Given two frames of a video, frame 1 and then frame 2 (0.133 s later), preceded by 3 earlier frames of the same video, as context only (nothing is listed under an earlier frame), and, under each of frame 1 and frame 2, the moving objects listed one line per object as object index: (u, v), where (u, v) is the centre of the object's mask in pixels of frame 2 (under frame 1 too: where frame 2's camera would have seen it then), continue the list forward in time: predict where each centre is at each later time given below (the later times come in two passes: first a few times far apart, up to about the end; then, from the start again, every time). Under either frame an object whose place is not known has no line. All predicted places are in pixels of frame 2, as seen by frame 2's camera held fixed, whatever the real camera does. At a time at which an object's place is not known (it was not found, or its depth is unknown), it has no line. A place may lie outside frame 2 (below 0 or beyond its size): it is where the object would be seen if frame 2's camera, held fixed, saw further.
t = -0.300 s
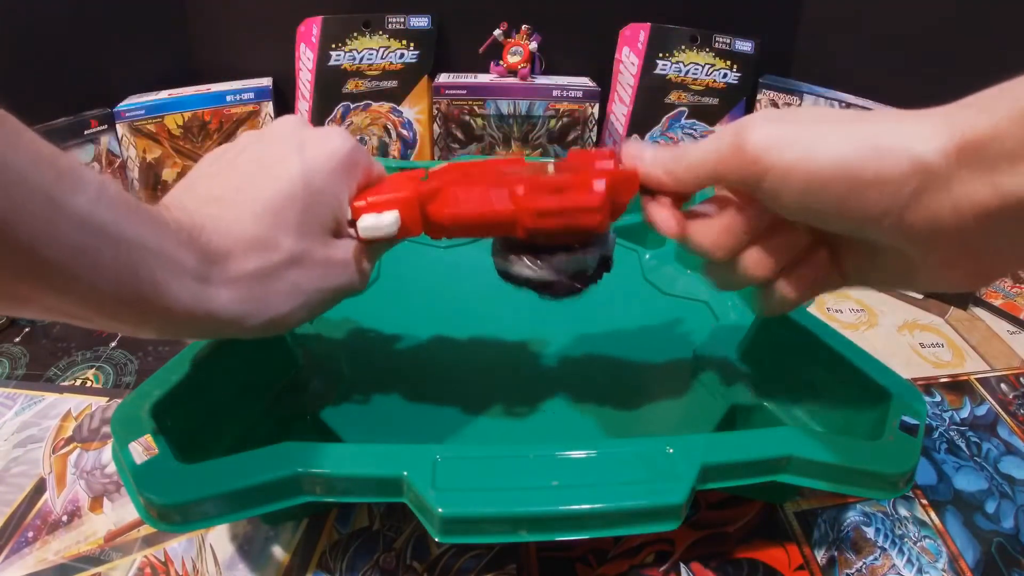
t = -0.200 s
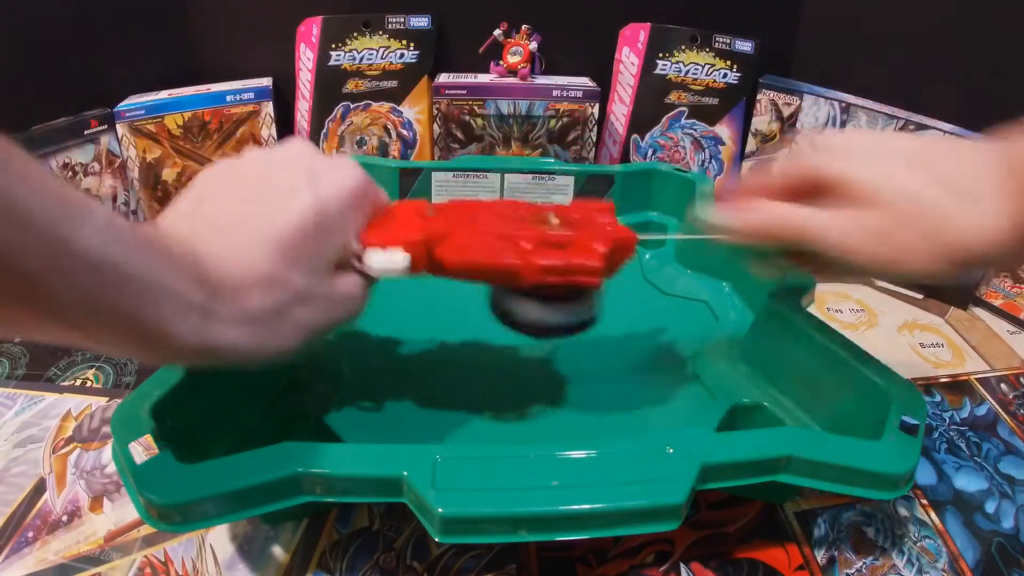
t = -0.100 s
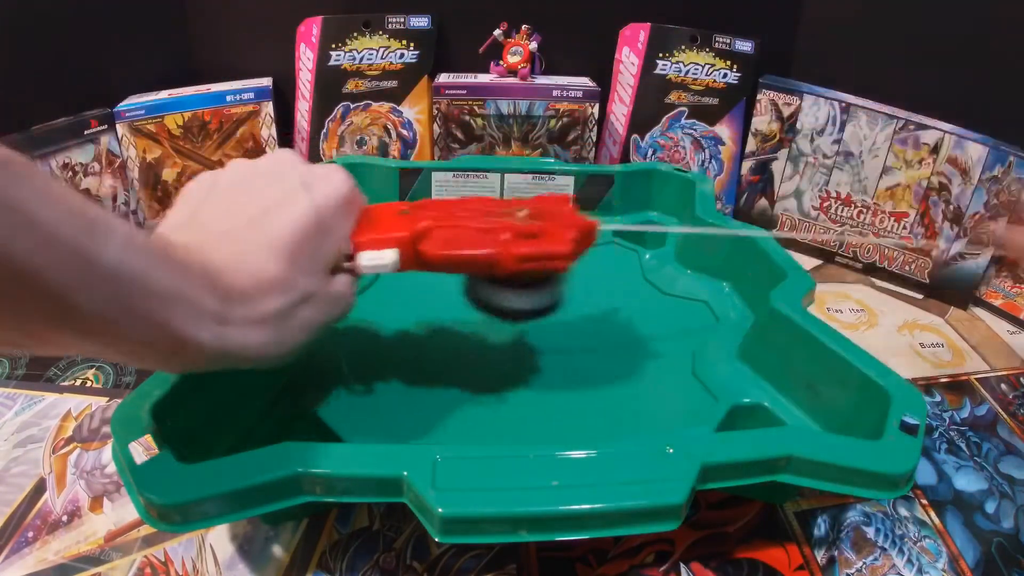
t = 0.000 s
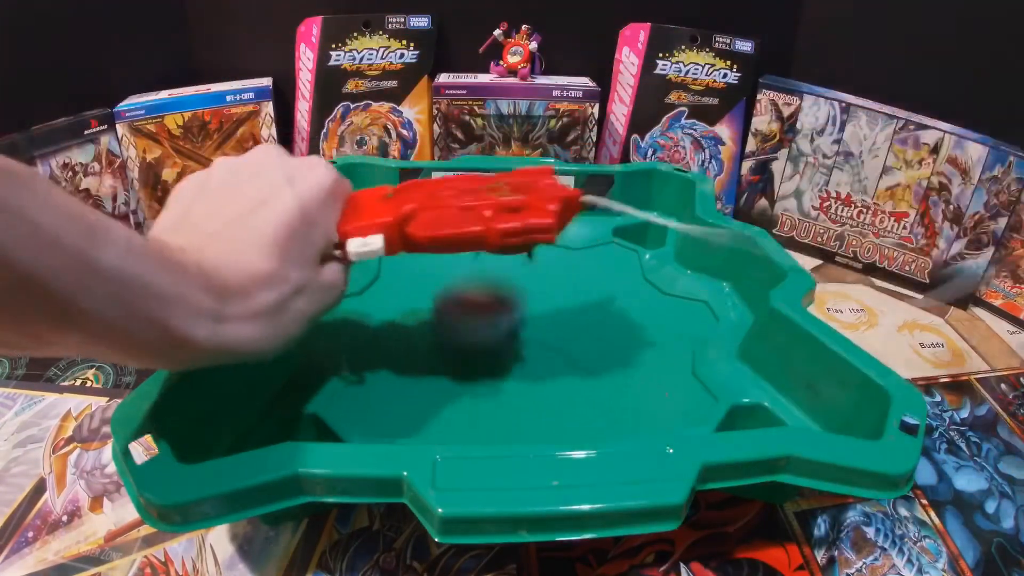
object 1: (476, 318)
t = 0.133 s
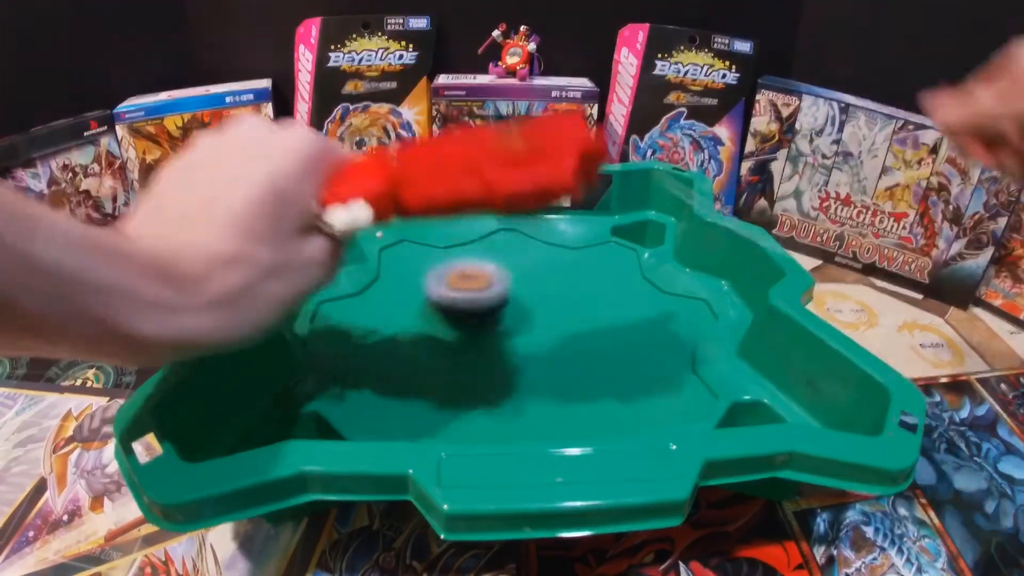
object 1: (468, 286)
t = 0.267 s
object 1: (500, 263)
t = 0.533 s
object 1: (623, 280)
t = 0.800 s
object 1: (594, 377)
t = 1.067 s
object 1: (391, 324)
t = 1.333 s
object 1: (455, 230)
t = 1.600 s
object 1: (613, 251)
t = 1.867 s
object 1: (625, 361)
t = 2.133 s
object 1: (406, 360)
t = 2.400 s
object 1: (400, 255)
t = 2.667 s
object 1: (555, 240)
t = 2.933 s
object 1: (657, 321)
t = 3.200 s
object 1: (514, 394)
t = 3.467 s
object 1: (391, 302)
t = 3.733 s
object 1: (498, 238)
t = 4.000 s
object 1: (636, 269)
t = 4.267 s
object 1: (613, 365)
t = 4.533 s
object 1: (418, 343)
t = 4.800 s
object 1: (431, 251)
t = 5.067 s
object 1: (566, 244)
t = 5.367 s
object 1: (628, 338)
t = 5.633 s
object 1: (462, 373)
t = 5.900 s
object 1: (401, 285)
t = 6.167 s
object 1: (521, 247)
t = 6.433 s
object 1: (634, 294)
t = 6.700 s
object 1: (576, 374)
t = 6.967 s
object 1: (421, 327)
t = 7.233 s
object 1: (464, 252)
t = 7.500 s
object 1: (586, 255)
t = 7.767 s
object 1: (619, 335)
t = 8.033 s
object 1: (465, 361)
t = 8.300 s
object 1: (412, 283)
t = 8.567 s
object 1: (519, 251)
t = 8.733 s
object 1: (593, 274)
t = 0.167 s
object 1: (472, 280)
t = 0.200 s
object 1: (479, 272)
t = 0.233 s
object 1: (488, 267)
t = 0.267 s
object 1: (500, 263)
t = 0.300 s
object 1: (513, 260)
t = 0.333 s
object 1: (527, 258)
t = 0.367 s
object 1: (543, 258)
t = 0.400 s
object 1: (559, 259)
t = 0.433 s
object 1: (575, 262)
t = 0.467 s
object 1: (593, 266)
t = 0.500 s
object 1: (608, 272)
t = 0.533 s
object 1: (623, 280)
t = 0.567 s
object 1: (635, 289)
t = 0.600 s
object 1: (645, 300)
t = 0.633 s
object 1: (650, 314)
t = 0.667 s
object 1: (652, 328)
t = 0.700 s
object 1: (648, 342)
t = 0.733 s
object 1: (636, 355)
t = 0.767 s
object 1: (618, 367)
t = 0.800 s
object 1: (594, 377)
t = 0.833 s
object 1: (564, 383)
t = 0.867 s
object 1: (532, 386)
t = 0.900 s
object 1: (500, 384)
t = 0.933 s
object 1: (468, 377)
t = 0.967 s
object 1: (440, 367)
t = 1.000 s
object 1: (418, 354)
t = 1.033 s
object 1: (401, 339)
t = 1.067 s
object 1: (391, 324)
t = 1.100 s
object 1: (386, 309)
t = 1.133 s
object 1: (386, 293)
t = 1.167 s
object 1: (390, 280)
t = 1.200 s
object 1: (397, 266)
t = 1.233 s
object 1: (409, 255)
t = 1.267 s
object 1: (422, 245)
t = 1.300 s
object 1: (438, 237)
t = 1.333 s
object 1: (455, 230)
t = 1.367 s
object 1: (473, 226)
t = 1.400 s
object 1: (493, 224)
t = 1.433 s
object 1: (513, 222)
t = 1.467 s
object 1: (535, 224)
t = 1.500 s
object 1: (555, 227)
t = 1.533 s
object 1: (575, 233)
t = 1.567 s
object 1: (594, 240)
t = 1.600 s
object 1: (613, 251)
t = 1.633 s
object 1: (628, 261)
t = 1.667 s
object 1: (639, 273)
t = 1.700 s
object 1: (649, 286)
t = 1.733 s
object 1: (655, 300)
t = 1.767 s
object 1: (656, 316)
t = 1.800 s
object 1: (651, 332)
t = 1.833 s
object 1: (642, 346)
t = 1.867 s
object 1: (625, 361)
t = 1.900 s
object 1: (605, 372)
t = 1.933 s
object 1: (578, 381)
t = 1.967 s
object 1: (549, 387)
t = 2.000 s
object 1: (518, 389)
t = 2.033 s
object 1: (486, 387)
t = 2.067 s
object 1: (456, 381)
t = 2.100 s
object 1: (429, 372)
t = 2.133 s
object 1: (406, 360)
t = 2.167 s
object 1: (389, 346)
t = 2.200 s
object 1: (377, 333)
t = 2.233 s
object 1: (370, 318)
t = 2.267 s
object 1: (367, 303)
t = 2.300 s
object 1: (371, 289)
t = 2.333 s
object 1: (377, 277)
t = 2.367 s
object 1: (387, 265)
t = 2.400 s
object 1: (400, 255)
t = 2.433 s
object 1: (416, 247)
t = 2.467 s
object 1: (434, 241)
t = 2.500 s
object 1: (453, 237)
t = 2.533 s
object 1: (472, 234)
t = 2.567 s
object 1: (492, 233)
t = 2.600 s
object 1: (513, 234)
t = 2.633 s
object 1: (535, 237)
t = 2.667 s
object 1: (555, 240)
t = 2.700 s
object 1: (575, 246)
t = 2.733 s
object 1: (593, 253)
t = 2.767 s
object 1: (611, 262)
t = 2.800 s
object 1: (625, 270)
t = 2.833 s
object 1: (638, 282)
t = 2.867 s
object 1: (647, 293)
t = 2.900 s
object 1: (654, 307)
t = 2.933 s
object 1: (657, 321)
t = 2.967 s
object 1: (656, 334)
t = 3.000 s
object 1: (649, 348)
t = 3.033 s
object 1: (638, 362)
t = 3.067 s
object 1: (621, 374)
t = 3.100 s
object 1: (598, 384)
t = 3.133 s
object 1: (571, 391)
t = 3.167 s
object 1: (544, 394)
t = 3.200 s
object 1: (514, 394)
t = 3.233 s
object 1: (484, 390)
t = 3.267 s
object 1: (456, 382)
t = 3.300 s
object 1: (432, 372)
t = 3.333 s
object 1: (414, 359)
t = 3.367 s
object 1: (400, 345)
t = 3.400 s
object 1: (392, 330)
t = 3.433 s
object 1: (390, 316)
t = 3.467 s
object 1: (391, 302)
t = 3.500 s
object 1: (396, 289)
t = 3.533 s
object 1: (405, 277)
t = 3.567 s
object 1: (417, 267)
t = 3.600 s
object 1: (430, 259)
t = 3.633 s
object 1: (445, 251)
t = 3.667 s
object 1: (462, 245)
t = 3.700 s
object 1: (481, 241)
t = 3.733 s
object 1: (498, 238)
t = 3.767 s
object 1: (517, 237)
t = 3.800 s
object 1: (536, 237)
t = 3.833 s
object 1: (554, 238)
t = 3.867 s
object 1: (574, 242)
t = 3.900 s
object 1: (592, 246)
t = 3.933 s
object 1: (608, 252)
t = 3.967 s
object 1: (623, 260)
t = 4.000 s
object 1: (636, 269)
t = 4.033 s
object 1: (647, 279)
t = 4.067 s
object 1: (654, 291)
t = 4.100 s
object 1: (659, 305)
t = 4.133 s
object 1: (660, 317)
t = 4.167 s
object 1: (656, 330)
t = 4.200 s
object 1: (646, 343)
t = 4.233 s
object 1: (631, 355)
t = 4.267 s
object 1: (613, 365)
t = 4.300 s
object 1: (589, 373)
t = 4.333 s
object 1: (562, 378)
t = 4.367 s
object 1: (533, 380)
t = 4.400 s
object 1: (507, 377)
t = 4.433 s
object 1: (479, 373)
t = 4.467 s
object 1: (453, 364)
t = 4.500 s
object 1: (434, 354)
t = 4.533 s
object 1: (418, 343)
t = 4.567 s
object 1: (407, 329)
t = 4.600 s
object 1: (400, 316)
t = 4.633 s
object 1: (397, 303)
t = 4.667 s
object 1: (398, 291)
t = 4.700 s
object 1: (402, 279)
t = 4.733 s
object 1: (408, 269)
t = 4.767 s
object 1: (419, 259)
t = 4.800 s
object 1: (431, 251)
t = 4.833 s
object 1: (444, 245)
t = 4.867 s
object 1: (461, 240)
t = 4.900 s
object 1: (477, 237)
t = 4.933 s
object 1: (493, 234)
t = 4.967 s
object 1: (512, 234)
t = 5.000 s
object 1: (530, 235)
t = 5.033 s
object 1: (548, 239)
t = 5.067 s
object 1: (566, 244)
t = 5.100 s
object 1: (583, 250)
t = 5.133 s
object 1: (597, 257)
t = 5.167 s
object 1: (611, 266)
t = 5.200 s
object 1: (621, 277)
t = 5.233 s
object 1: (628, 288)
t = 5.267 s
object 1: (634, 300)
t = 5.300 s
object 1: (635, 314)
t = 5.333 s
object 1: (634, 325)
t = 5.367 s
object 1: (628, 338)
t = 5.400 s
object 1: (617, 350)
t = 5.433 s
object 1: (604, 360)
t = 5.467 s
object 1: (584, 370)
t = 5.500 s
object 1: (562, 376)
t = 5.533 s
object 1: (538, 380)
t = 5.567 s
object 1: (512, 381)
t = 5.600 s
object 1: (487, 378)
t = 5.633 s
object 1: (462, 373)
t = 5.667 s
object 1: (441, 365)
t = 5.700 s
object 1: (422, 356)
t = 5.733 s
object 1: (409, 344)
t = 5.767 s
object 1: (398, 332)
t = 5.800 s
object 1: (394, 319)
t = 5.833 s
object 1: (392, 307)
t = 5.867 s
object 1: (395, 296)
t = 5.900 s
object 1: (401, 285)
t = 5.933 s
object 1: (411, 275)
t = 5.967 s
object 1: (422, 266)
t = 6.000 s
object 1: (437, 259)
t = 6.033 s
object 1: (452, 254)
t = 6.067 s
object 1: (468, 250)
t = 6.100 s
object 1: (486, 248)
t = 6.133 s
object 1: (504, 246)
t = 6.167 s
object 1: (521, 247)
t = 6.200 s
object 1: (539, 248)
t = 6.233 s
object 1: (556, 251)
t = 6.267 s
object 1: (572, 256)
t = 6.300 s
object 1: (589, 262)
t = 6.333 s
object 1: (603, 268)
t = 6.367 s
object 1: (616, 275)
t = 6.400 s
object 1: (626, 284)
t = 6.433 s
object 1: (634, 294)
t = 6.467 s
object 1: (640, 305)
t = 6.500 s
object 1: (643, 317)
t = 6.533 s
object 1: (642, 328)
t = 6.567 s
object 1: (638, 339)
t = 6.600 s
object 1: (629, 351)
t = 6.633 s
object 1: (615, 360)
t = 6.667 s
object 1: (597, 369)
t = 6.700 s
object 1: (576, 374)
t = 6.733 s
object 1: (550, 378)
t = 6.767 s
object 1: (526, 378)
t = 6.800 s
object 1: (501, 375)
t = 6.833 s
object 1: (478, 370)
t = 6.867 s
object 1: (458, 361)
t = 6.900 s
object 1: (441, 351)
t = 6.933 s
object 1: (429, 340)
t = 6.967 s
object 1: (421, 327)
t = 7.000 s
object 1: (416, 316)
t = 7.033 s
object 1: (415, 305)
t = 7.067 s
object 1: (417, 293)
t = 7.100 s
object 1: (422, 283)
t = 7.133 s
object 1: (430, 273)
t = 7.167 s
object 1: (440, 265)
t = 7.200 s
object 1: (451, 258)
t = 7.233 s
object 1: (464, 252)
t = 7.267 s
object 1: (479, 248)
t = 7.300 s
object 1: (494, 244)
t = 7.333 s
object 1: (508, 243)
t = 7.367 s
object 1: (524, 242)
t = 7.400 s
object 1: (541, 243)
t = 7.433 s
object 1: (557, 246)
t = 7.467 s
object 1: (572, 249)
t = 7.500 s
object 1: (586, 255)
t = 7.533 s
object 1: (599, 262)
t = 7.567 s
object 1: (610, 270)
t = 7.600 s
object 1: (619, 280)
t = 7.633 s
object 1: (626, 290)
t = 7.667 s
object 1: (629, 301)
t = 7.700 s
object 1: (629, 313)
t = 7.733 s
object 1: (626, 324)
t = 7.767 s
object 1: (619, 335)
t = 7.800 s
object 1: (608, 345)
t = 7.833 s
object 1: (592, 354)
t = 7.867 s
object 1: (574, 361)
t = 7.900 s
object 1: (554, 366)
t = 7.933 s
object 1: (531, 368)
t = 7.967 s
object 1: (509, 368)
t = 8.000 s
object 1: (486, 365)
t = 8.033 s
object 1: (465, 361)
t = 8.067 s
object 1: (448, 354)
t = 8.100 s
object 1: (432, 344)
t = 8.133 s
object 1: (420, 335)
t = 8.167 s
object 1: (412, 325)
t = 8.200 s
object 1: (407, 314)
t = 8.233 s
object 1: (405, 303)
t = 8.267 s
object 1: (407, 293)
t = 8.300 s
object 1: (412, 283)
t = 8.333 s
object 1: (420, 274)
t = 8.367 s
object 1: (430, 267)
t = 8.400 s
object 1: (442, 261)
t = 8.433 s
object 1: (456, 256)
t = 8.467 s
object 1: (471, 252)
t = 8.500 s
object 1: (486, 251)
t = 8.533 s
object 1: (503, 250)
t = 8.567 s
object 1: (519, 251)
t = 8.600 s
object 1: (535, 253)
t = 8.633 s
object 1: (552, 257)
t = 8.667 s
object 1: (566, 262)
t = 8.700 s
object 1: (580, 268)
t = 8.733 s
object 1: (593, 274)
